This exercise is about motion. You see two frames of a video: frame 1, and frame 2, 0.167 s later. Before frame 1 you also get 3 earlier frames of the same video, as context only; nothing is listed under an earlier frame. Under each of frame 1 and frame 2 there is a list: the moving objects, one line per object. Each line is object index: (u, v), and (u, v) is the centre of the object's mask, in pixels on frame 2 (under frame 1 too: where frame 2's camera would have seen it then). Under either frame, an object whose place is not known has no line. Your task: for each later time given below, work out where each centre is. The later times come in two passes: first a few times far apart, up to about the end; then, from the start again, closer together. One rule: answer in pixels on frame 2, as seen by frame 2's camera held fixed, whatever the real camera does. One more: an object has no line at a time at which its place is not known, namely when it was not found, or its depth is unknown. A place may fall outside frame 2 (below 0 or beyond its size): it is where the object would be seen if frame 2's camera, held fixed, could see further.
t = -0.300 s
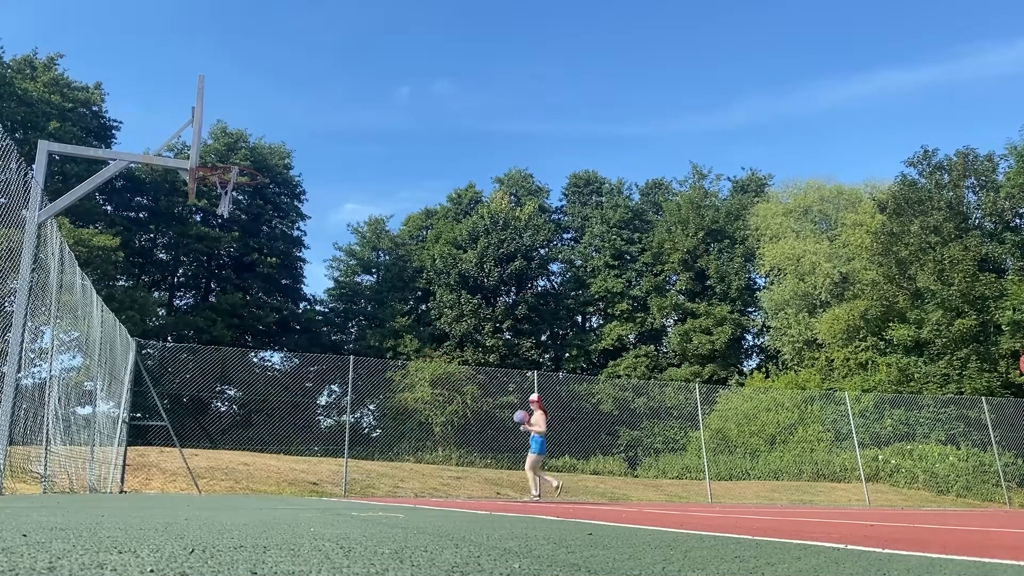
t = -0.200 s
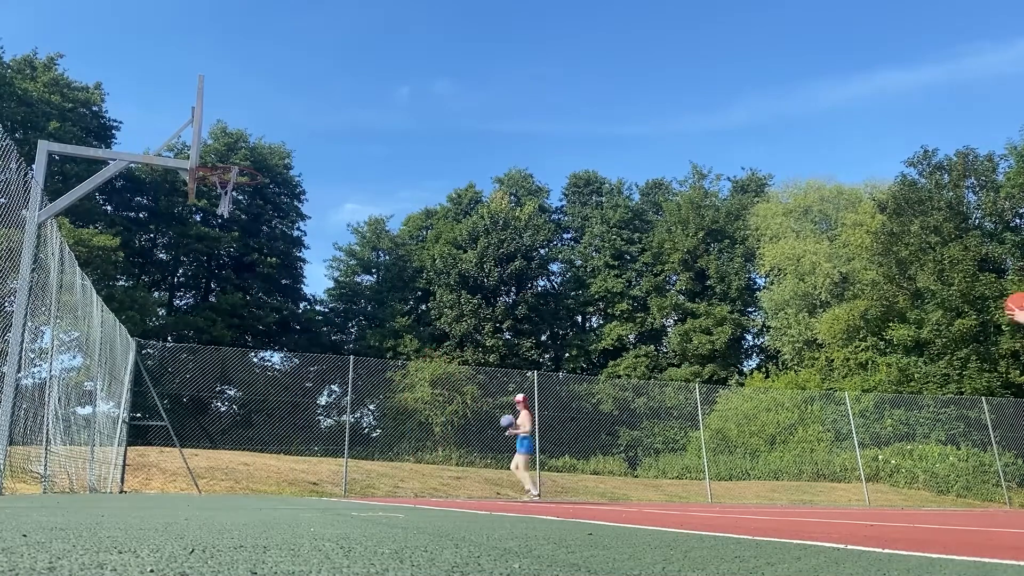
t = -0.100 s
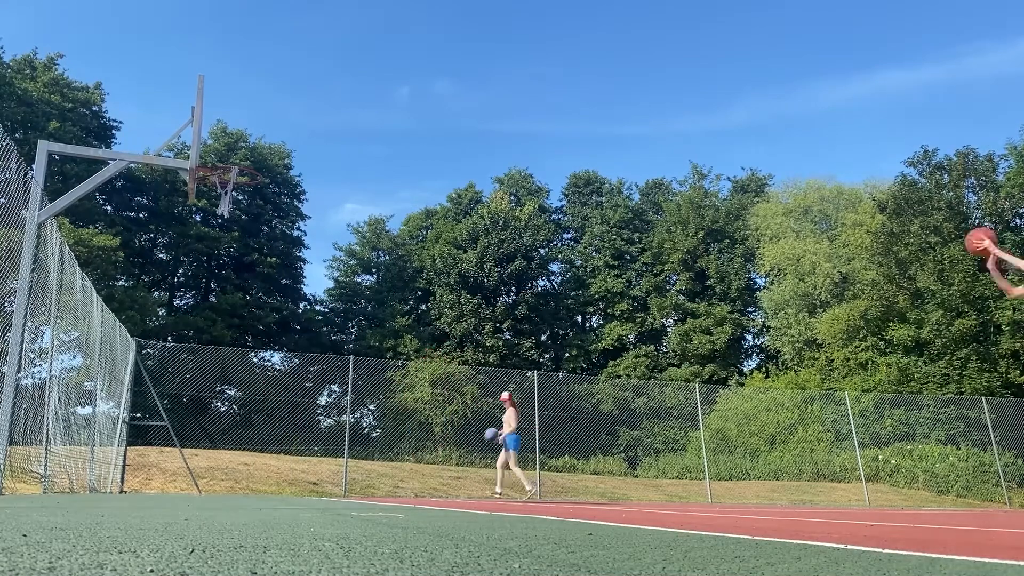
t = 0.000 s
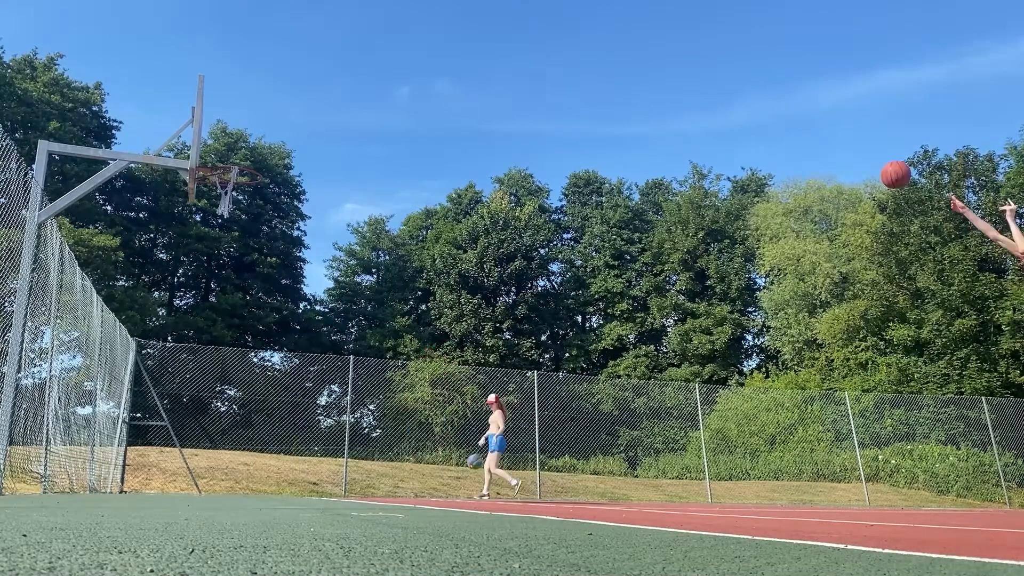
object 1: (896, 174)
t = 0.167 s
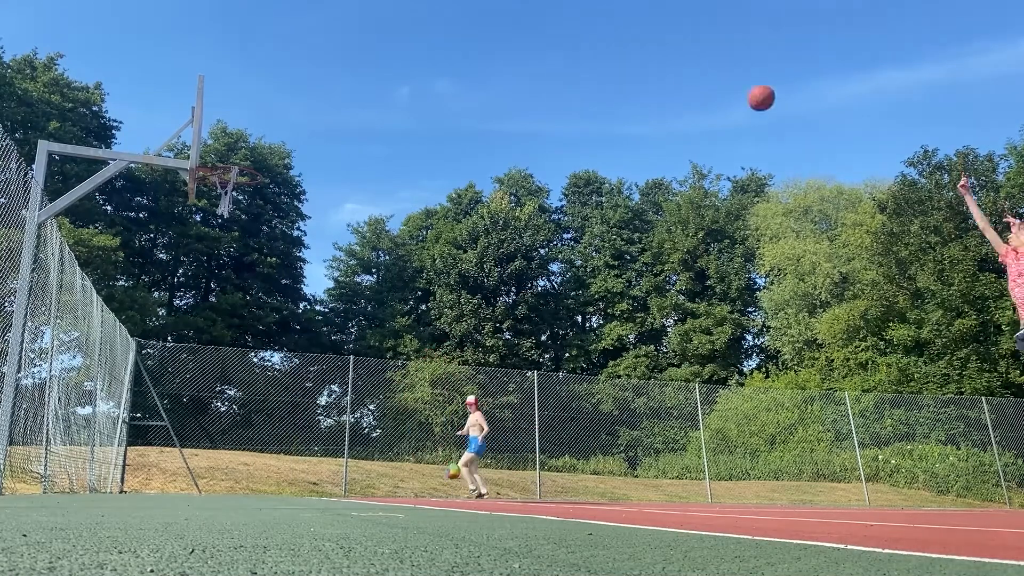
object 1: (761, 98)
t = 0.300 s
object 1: (666, 62)
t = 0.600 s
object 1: (478, 49)
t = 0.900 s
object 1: (311, 116)
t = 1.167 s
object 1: (168, 235)
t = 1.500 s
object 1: (67, 429)
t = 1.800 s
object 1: (123, 416)
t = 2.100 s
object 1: (182, 383)
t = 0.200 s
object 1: (736, 87)
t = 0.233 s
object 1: (712, 77)
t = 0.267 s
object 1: (689, 69)
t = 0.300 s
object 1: (666, 62)
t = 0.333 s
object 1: (643, 56)
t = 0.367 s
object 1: (621, 51)
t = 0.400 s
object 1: (600, 48)
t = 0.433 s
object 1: (579, 46)
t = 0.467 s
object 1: (558, 45)
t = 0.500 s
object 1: (537, 44)
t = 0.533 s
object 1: (517, 45)
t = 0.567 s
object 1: (497, 47)
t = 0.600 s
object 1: (478, 49)
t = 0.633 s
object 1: (458, 53)
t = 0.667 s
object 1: (439, 58)
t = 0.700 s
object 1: (421, 63)
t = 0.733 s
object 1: (402, 70)
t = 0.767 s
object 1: (383, 78)
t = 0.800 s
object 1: (365, 86)
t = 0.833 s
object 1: (347, 95)
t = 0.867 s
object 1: (329, 105)
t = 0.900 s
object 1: (311, 116)
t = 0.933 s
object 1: (293, 128)
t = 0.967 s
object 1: (275, 141)
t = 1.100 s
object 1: (204, 200)
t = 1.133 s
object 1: (186, 217)
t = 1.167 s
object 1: (168, 235)
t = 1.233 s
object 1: (133, 274)
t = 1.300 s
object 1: (98, 317)
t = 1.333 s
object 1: (80, 339)
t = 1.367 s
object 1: (62, 364)
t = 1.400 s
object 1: (62, 379)
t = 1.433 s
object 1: (64, 395)
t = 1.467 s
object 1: (65, 412)
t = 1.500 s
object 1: (67, 429)
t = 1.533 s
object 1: (69, 448)
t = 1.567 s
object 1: (71, 467)
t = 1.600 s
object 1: (71, 484)
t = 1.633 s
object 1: (81, 470)
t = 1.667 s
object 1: (91, 457)
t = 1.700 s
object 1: (99, 444)
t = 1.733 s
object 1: (107, 433)
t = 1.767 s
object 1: (116, 423)
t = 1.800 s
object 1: (123, 416)
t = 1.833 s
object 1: (131, 408)
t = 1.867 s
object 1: (137, 401)
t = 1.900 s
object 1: (145, 396)
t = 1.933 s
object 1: (152, 391)
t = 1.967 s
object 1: (158, 388)
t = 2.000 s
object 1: (165, 385)
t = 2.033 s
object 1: (171, 384)
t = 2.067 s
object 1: (177, 383)
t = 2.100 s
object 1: (182, 383)
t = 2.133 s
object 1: (188, 384)
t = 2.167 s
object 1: (194, 386)
